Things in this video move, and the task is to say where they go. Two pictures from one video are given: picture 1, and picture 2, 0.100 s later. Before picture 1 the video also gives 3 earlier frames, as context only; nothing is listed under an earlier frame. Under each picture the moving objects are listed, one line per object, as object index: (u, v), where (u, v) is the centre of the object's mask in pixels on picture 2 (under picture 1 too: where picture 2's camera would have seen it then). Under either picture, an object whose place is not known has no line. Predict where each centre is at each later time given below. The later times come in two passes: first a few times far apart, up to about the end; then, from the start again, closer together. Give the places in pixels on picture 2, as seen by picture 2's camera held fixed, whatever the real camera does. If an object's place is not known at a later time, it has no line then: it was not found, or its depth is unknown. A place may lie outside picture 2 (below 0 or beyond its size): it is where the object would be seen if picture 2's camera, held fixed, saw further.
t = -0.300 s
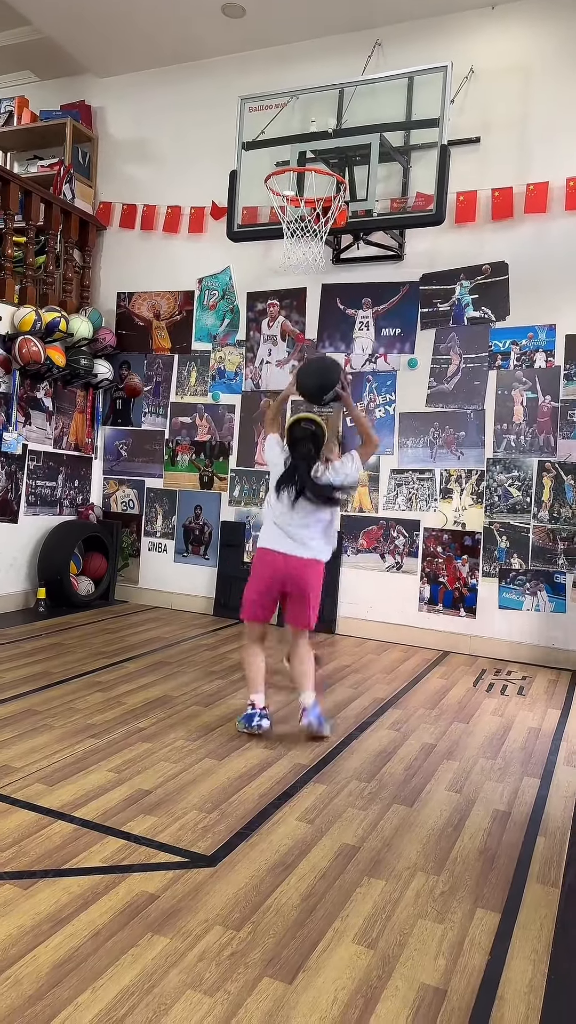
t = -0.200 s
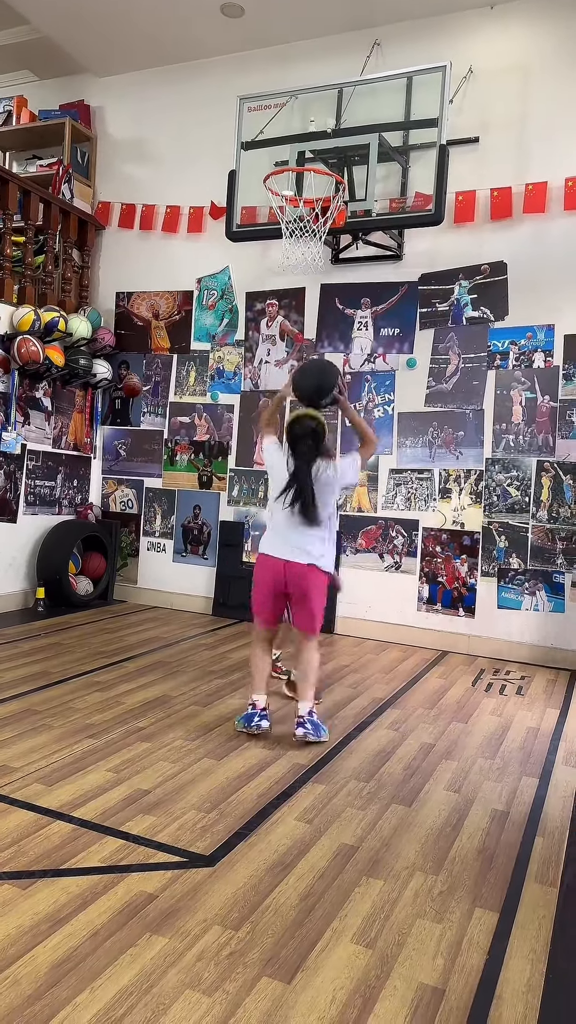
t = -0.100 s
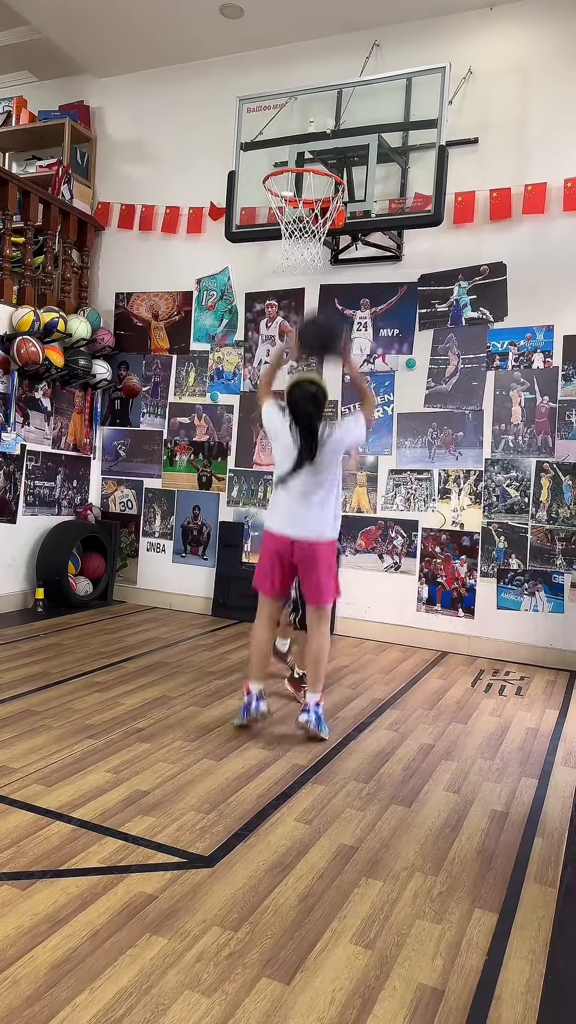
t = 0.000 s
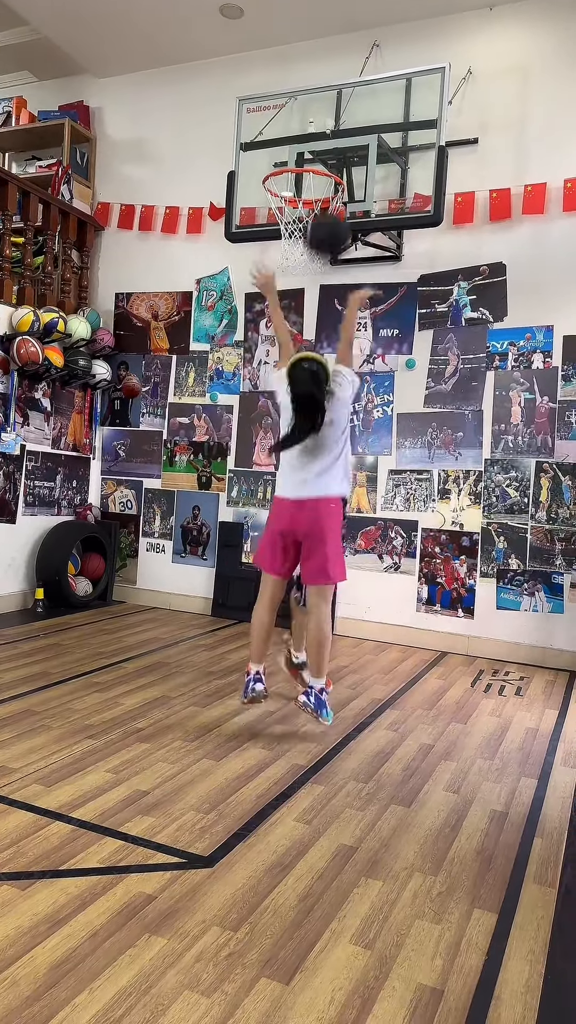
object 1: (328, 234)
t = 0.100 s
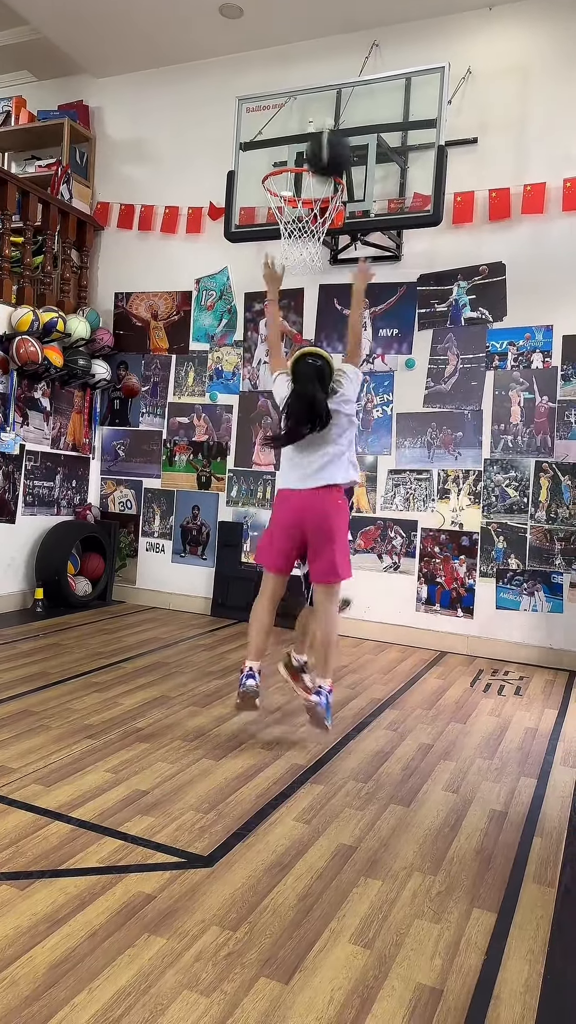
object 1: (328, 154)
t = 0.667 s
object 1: (324, 146)
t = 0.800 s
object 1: (319, 158)
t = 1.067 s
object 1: (305, 151)
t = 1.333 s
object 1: (298, 182)
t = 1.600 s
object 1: (307, 230)
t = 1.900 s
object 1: (312, 360)
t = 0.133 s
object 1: (329, 136)
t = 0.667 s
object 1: (324, 146)
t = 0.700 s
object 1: (321, 157)
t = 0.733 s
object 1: (317, 179)
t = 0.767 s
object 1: (321, 170)
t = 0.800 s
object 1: (319, 158)
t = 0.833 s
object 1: (317, 154)
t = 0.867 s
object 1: (316, 150)
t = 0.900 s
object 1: (314, 145)
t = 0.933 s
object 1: (313, 144)
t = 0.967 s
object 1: (311, 144)
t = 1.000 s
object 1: (310, 144)
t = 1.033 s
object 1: (308, 146)
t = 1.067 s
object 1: (305, 151)
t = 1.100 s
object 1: (301, 155)
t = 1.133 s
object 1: (299, 158)
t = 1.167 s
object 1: (296, 178)
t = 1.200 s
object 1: (295, 180)
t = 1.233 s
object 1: (296, 178)
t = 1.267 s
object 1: (297, 177)
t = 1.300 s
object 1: (298, 179)
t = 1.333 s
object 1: (298, 182)
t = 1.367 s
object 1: (299, 190)
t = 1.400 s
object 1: (300, 194)
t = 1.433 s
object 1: (300, 201)
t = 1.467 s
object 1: (300, 209)
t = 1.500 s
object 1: (301, 217)
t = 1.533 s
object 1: (302, 219)
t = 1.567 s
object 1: (306, 224)
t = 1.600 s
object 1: (307, 230)
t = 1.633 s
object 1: (306, 244)
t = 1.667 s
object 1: (310, 251)
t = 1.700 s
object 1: (311, 258)
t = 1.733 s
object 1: (310, 270)
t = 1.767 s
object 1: (311, 285)
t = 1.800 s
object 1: (313, 304)
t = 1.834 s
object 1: (313, 321)
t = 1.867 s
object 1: (311, 339)
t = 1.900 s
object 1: (312, 360)
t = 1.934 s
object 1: (313, 384)
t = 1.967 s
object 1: (313, 410)
